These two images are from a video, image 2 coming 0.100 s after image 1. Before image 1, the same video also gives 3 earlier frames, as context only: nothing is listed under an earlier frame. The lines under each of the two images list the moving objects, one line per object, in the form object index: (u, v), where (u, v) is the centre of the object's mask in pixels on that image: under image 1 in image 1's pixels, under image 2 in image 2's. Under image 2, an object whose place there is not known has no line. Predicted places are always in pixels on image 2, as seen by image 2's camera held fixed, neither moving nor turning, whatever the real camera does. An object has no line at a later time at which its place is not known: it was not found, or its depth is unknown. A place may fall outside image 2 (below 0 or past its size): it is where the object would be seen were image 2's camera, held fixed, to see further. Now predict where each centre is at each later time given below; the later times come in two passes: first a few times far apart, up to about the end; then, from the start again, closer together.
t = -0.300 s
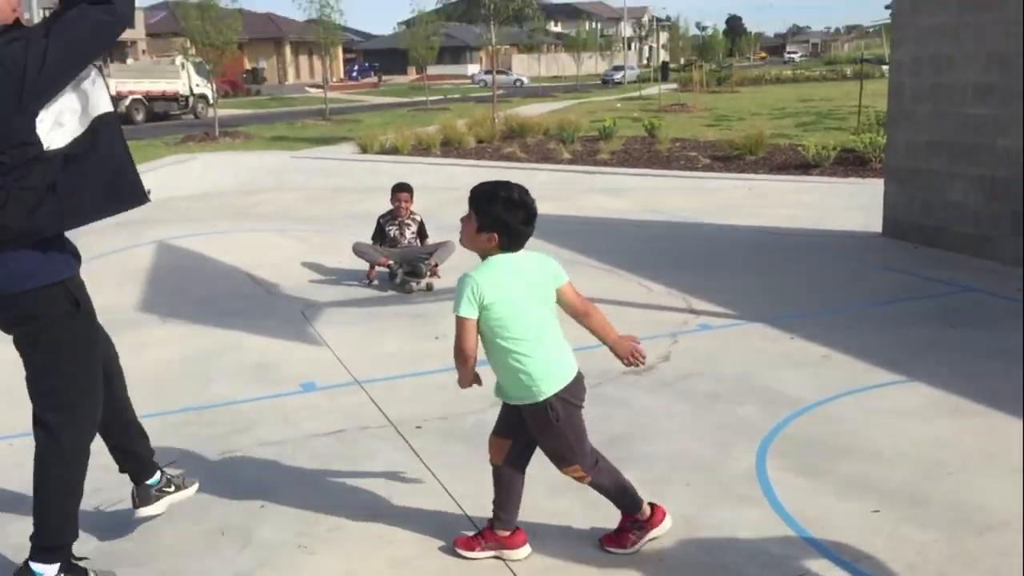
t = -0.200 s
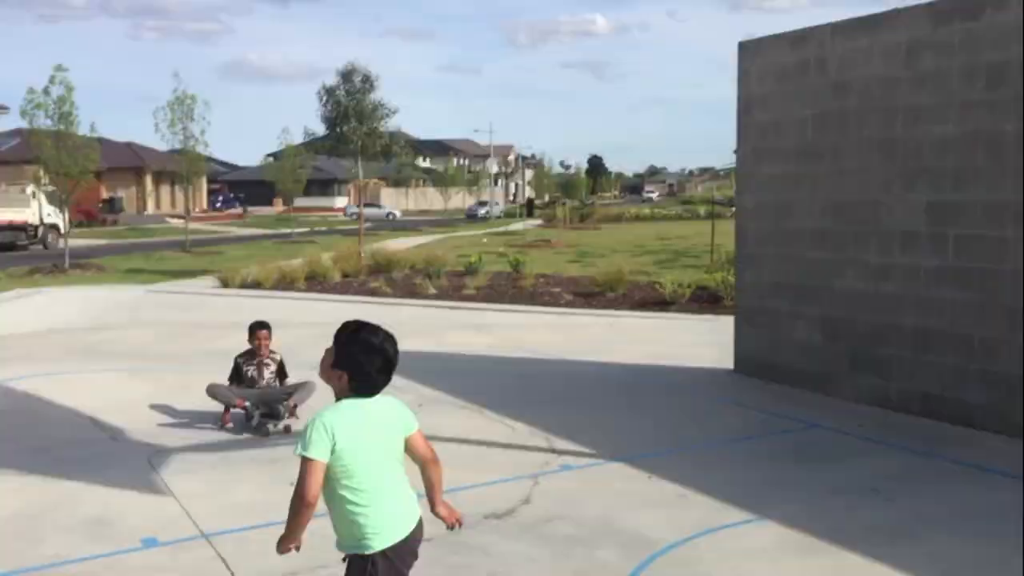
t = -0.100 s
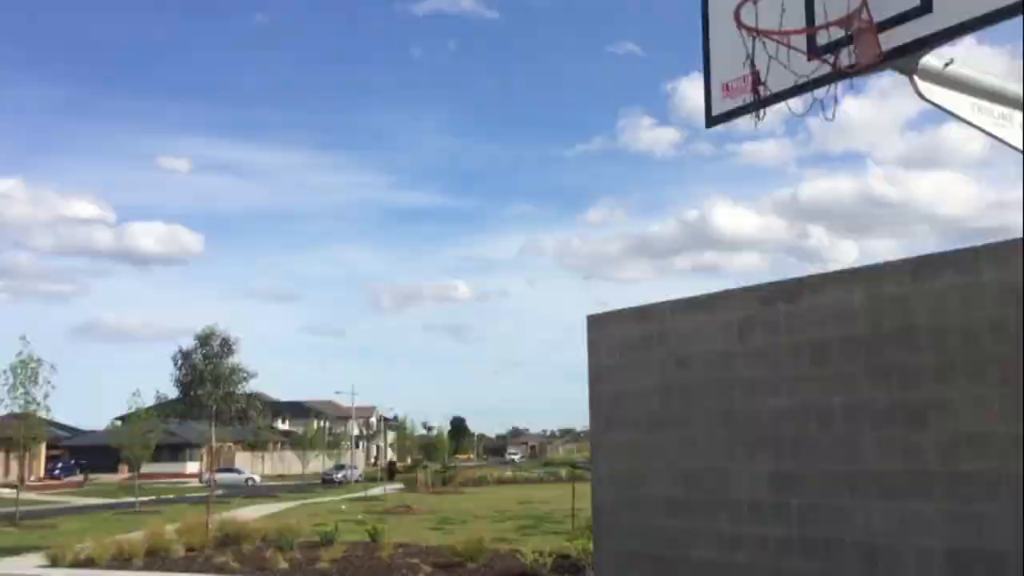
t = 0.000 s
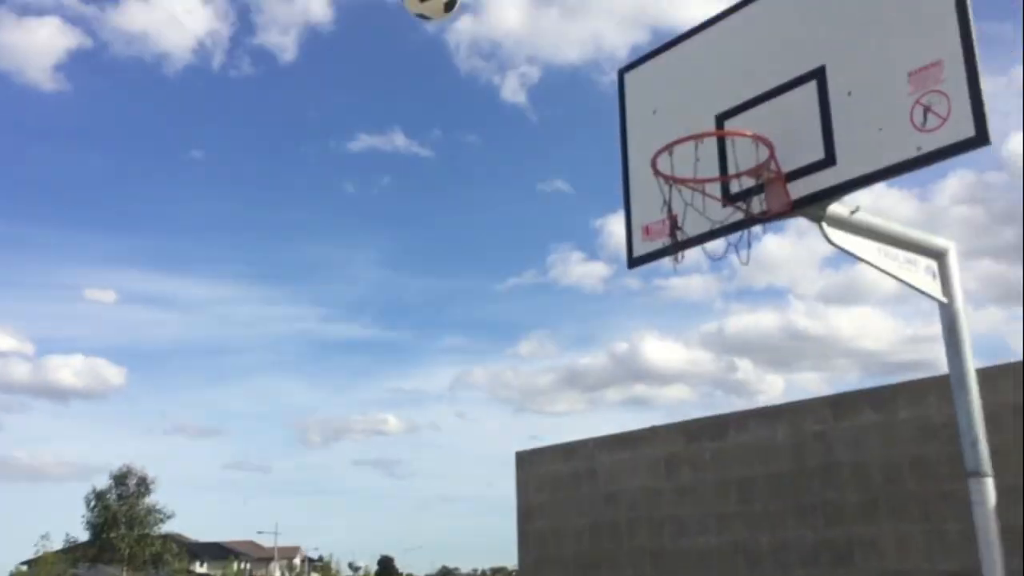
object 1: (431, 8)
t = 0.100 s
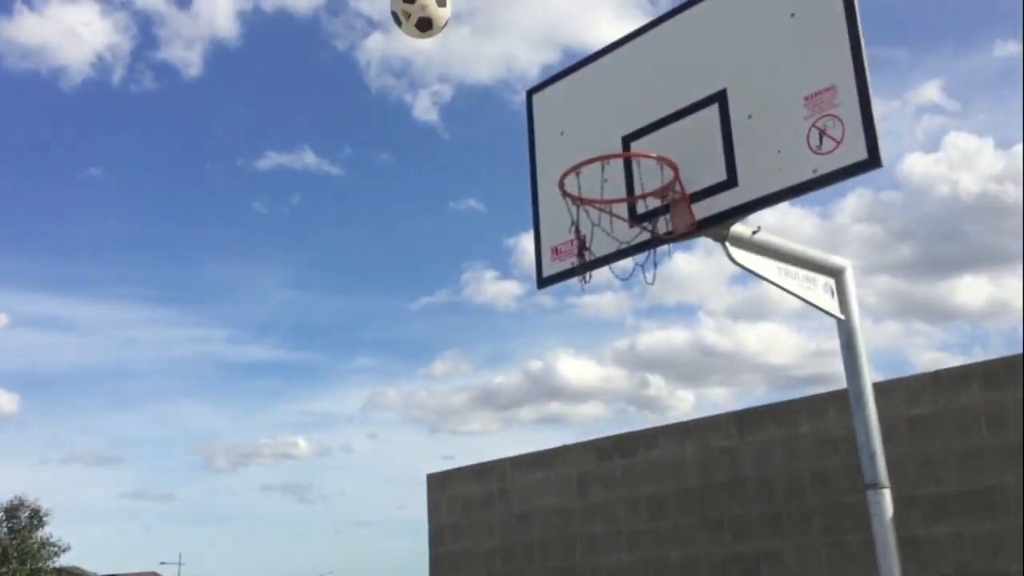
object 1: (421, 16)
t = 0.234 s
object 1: (523, 43)
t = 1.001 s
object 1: (408, 370)
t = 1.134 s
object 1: (367, 495)
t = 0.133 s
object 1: (447, 19)
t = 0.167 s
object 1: (473, 24)
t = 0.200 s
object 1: (497, 30)
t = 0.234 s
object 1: (523, 43)
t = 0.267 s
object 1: (547, 57)
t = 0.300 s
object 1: (573, 74)
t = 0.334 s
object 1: (596, 92)
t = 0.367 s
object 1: (621, 113)
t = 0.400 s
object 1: (645, 133)
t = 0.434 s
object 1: (653, 150)
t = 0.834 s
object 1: (469, 247)
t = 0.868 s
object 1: (456, 268)
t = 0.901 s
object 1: (444, 290)
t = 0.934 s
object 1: (432, 315)
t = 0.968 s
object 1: (419, 342)
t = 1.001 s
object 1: (408, 370)
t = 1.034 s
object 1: (398, 400)
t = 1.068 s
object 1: (387, 431)
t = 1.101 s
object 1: (377, 462)
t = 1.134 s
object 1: (367, 495)
